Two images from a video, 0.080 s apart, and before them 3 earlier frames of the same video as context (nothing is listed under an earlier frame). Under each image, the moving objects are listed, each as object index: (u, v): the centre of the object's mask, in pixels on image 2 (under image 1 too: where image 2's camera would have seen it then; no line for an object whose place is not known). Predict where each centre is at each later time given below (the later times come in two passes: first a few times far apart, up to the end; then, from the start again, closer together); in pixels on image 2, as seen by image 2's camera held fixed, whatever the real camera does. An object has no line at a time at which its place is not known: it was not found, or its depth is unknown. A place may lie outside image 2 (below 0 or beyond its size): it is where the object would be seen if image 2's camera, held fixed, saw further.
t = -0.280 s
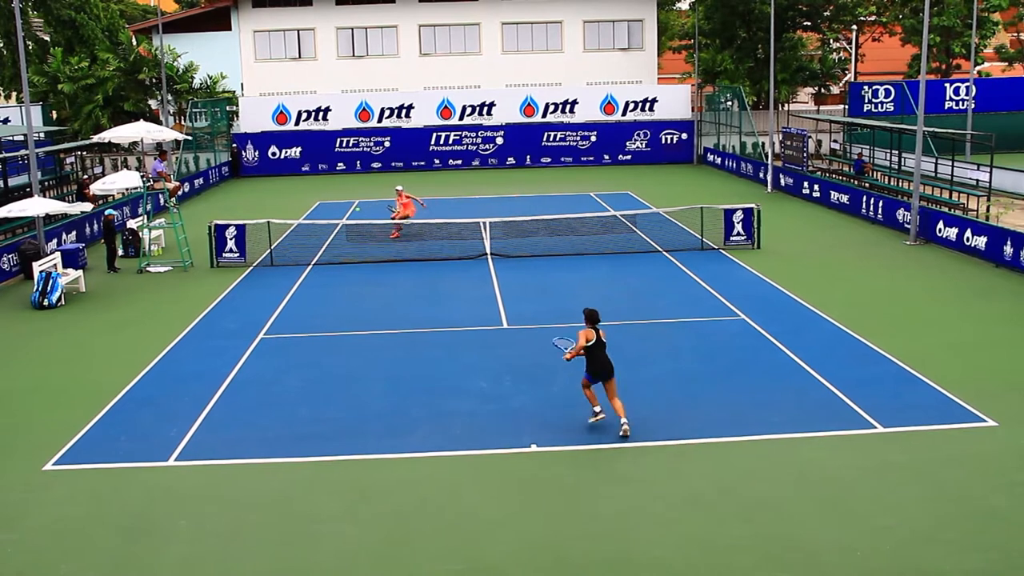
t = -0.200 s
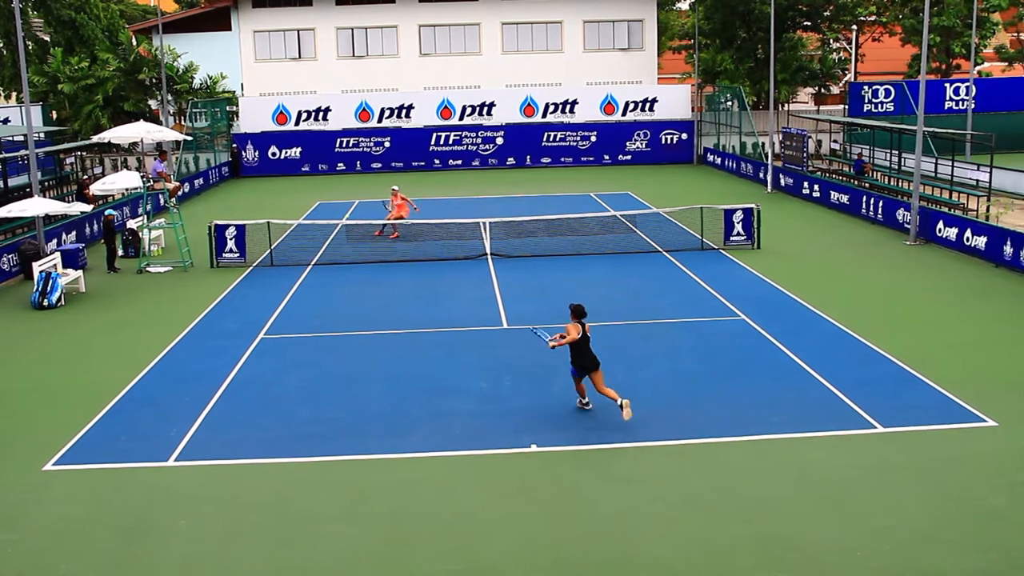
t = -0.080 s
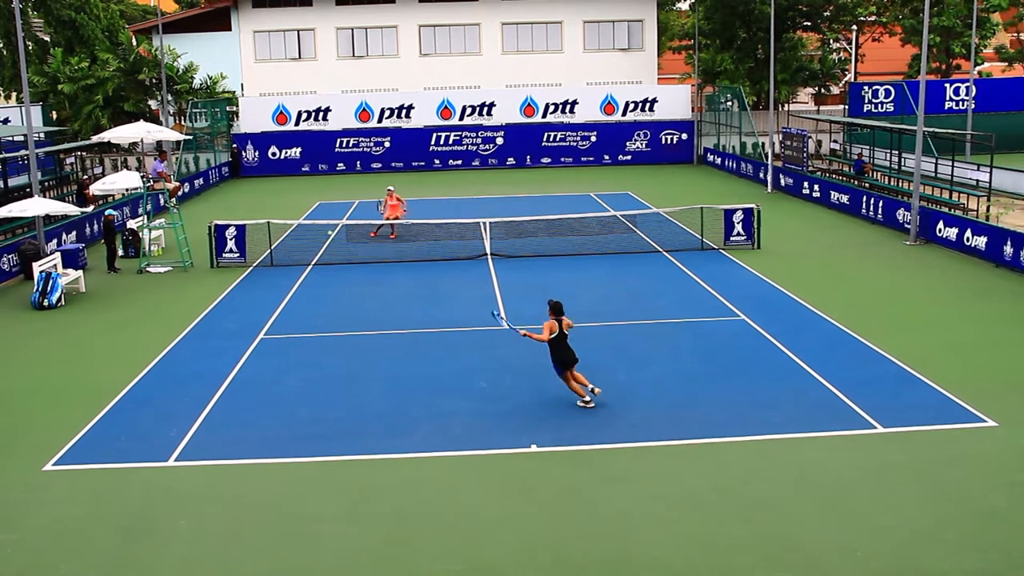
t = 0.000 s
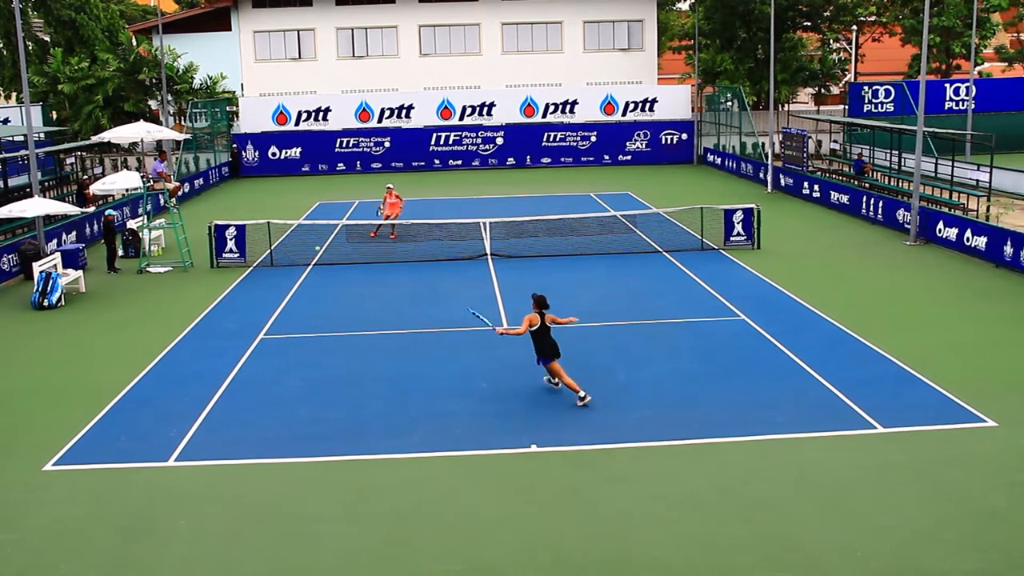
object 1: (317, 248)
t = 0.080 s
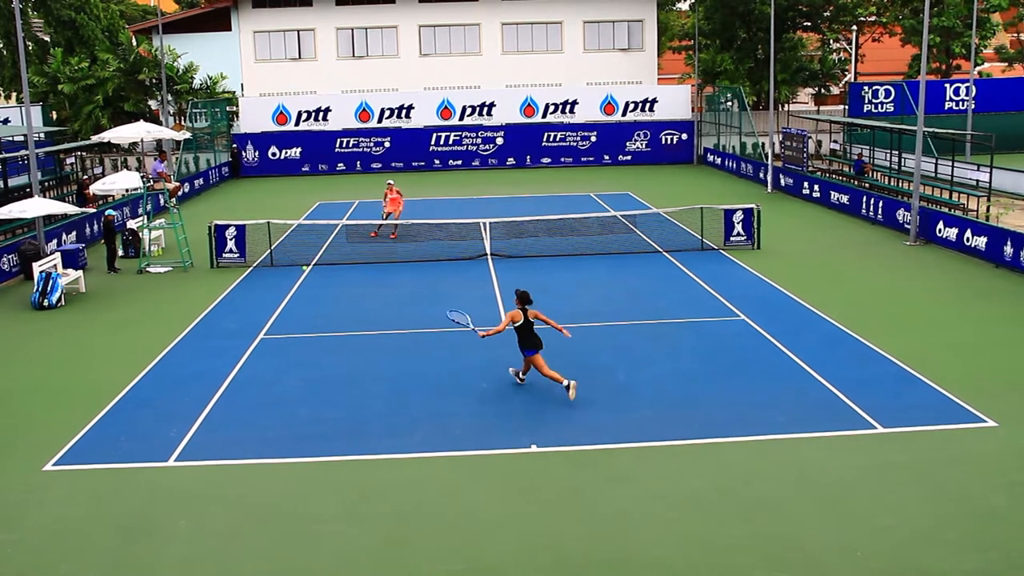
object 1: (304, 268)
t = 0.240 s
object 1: (276, 322)
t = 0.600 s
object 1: (224, 324)
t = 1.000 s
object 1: (168, 402)
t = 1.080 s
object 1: (154, 403)
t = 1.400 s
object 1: (91, 417)
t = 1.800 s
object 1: (5, 478)
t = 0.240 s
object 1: (276, 322)
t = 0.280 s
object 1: (268, 338)
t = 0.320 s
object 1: (263, 338)
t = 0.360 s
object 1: (257, 332)
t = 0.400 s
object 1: (252, 329)
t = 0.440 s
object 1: (246, 326)
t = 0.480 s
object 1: (241, 324)
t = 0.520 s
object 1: (235, 323)
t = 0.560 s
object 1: (229, 323)
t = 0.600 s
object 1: (224, 324)
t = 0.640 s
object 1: (217, 327)
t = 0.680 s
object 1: (212, 330)
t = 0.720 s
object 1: (207, 335)
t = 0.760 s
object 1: (201, 340)
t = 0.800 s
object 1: (196, 347)
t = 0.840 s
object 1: (190, 356)
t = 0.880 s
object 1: (184, 365)
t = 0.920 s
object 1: (178, 376)
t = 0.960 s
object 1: (173, 389)
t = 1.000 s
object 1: (168, 402)
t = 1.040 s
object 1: (161, 407)
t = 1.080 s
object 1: (154, 403)
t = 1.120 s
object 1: (146, 400)
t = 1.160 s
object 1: (138, 399)
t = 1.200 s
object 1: (130, 398)
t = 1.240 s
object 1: (123, 399)
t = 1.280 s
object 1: (115, 402)
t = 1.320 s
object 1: (107, 405)
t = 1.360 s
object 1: (99, 410)
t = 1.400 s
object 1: (91, 417)
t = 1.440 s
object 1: (84, 424)
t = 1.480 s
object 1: (76, 434)
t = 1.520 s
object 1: (69, 445)
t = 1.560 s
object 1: (61, 458)
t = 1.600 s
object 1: (54, 472)
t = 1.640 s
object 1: (45, 479)
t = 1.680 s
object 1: (35, 477)
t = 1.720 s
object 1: (25, 476)
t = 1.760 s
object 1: (15, 476)
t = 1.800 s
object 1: (5, 478)
